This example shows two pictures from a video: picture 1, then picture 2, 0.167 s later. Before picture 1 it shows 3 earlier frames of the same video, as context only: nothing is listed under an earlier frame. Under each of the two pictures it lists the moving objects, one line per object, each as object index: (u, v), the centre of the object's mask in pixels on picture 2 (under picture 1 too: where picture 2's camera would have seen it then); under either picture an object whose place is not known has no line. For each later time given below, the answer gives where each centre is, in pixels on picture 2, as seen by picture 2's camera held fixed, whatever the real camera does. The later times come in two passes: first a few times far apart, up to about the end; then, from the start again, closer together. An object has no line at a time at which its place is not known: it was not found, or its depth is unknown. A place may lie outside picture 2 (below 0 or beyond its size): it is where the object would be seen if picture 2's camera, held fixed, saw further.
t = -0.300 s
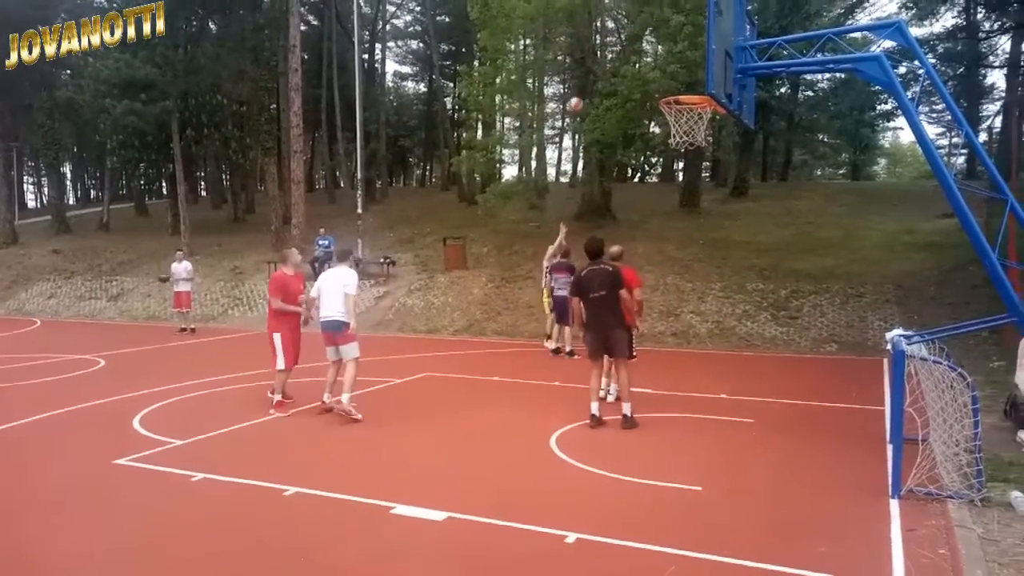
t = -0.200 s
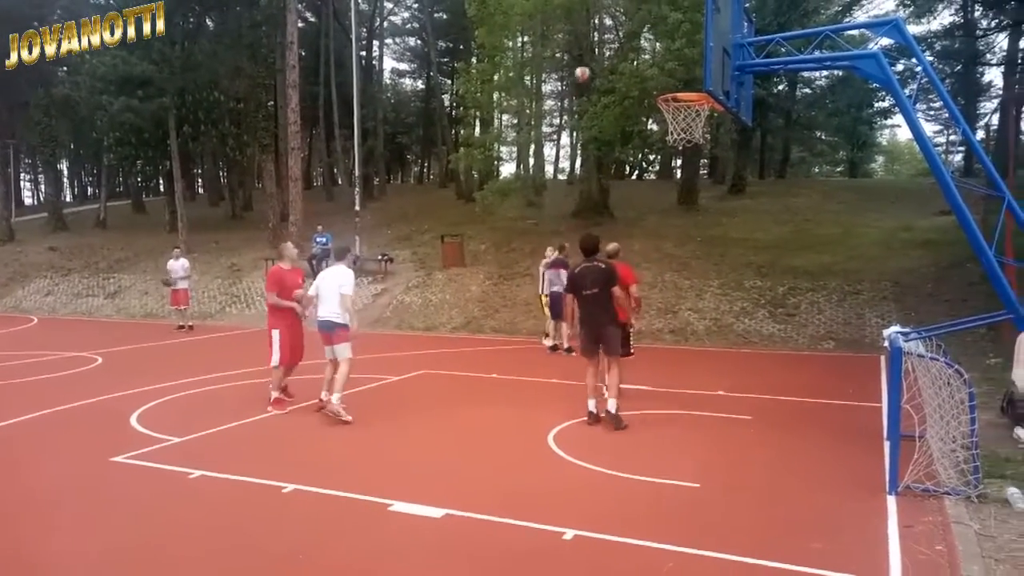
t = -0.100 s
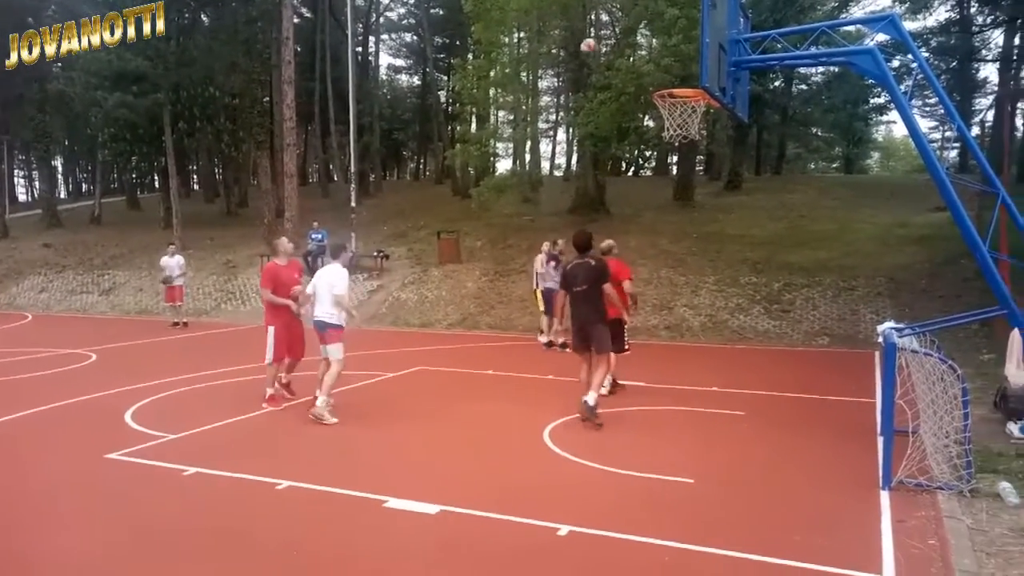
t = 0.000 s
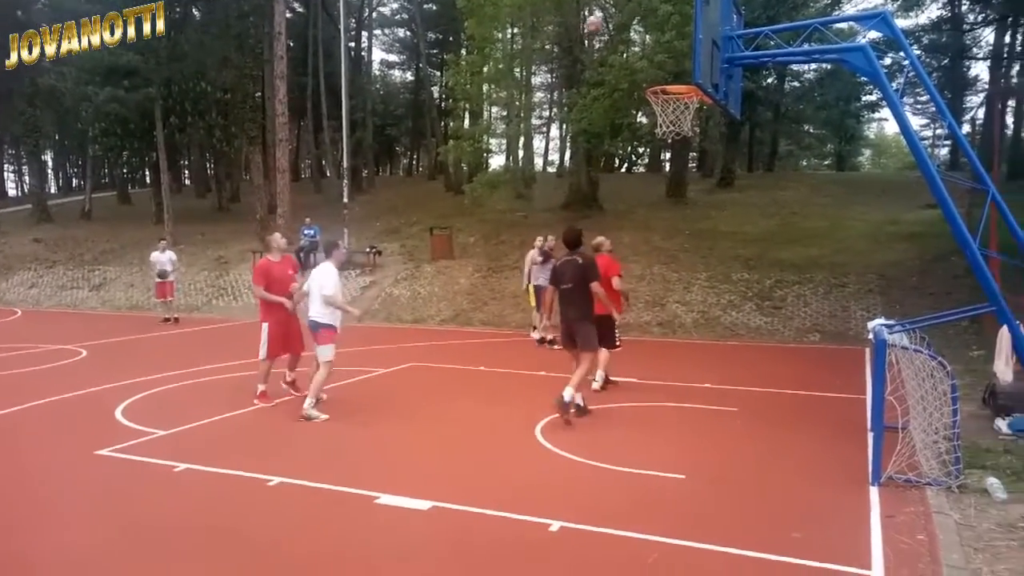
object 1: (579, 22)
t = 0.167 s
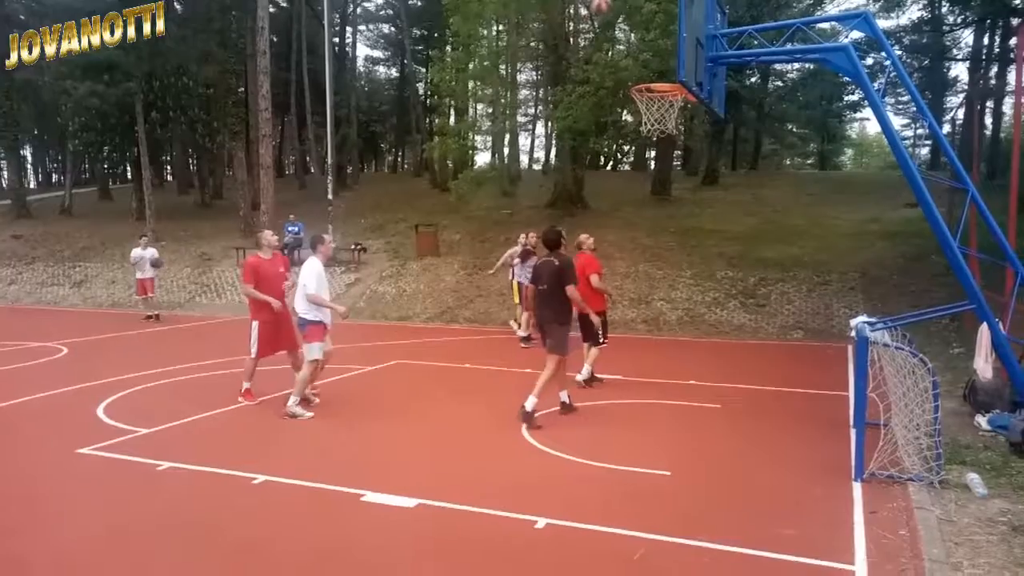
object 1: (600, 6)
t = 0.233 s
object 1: (612, 6)
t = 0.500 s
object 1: (657, 46)
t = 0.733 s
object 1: (627, 52)
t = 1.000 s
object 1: (573, 35)
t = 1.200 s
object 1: (542, 63)
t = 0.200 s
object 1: (605, 7)
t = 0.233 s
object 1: (612, 6)
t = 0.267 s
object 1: (616, 6)
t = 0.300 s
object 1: (621, 7)
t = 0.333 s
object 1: (625, 9)
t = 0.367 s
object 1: (631, 12)
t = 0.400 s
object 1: (637, 18)
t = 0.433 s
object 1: (644, 25)
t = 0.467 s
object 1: (650, 35)
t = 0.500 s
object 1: (657, 46)
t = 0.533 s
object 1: (663, 58)
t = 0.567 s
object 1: (667, 72)
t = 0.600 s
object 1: (665, 76)
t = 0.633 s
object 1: (649, 75)
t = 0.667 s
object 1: (641, 68)
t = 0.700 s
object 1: (634, 59)
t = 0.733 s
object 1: (627, 52)
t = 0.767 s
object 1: (621, 45)
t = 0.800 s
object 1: (612, 40)
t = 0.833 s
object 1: (607, 36)
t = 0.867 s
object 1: (600, 34)
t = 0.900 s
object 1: (594, 31)
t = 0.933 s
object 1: (586, 32)
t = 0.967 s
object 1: (579, 33)
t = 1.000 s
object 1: (573, 35)
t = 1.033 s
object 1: (567, 38)
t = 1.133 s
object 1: (554, 49)
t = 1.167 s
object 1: (547, 54)
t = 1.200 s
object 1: (542, 63)
